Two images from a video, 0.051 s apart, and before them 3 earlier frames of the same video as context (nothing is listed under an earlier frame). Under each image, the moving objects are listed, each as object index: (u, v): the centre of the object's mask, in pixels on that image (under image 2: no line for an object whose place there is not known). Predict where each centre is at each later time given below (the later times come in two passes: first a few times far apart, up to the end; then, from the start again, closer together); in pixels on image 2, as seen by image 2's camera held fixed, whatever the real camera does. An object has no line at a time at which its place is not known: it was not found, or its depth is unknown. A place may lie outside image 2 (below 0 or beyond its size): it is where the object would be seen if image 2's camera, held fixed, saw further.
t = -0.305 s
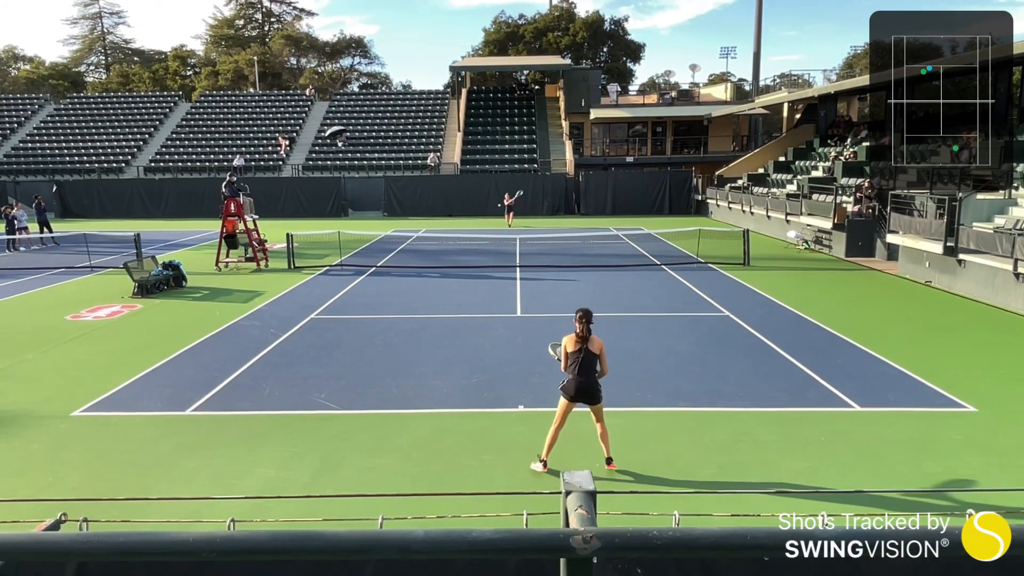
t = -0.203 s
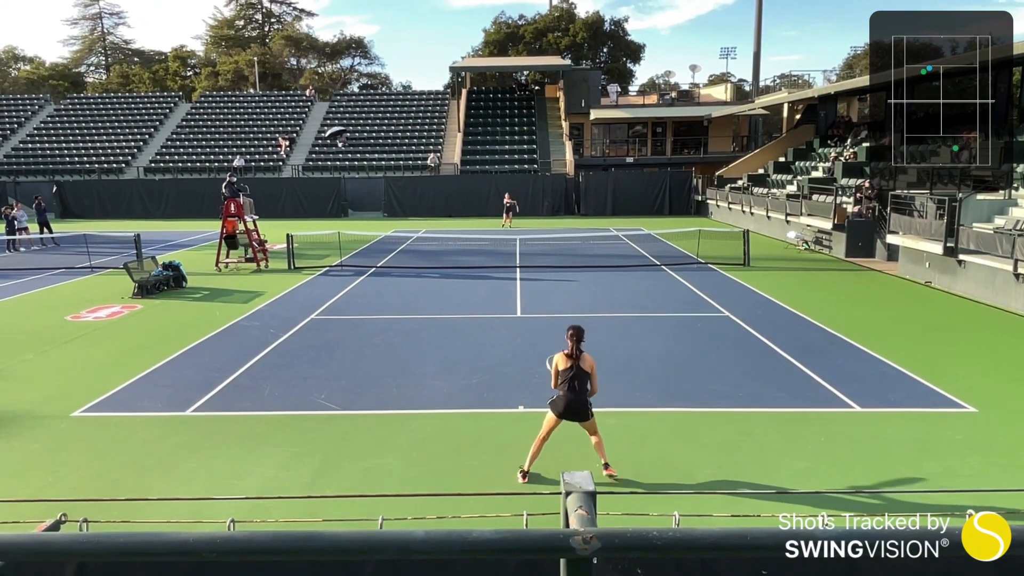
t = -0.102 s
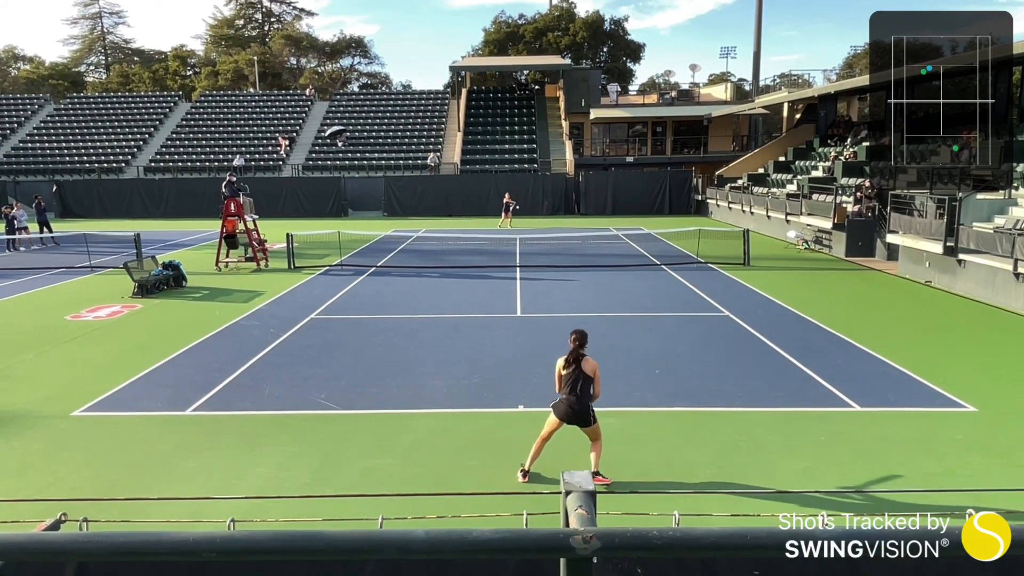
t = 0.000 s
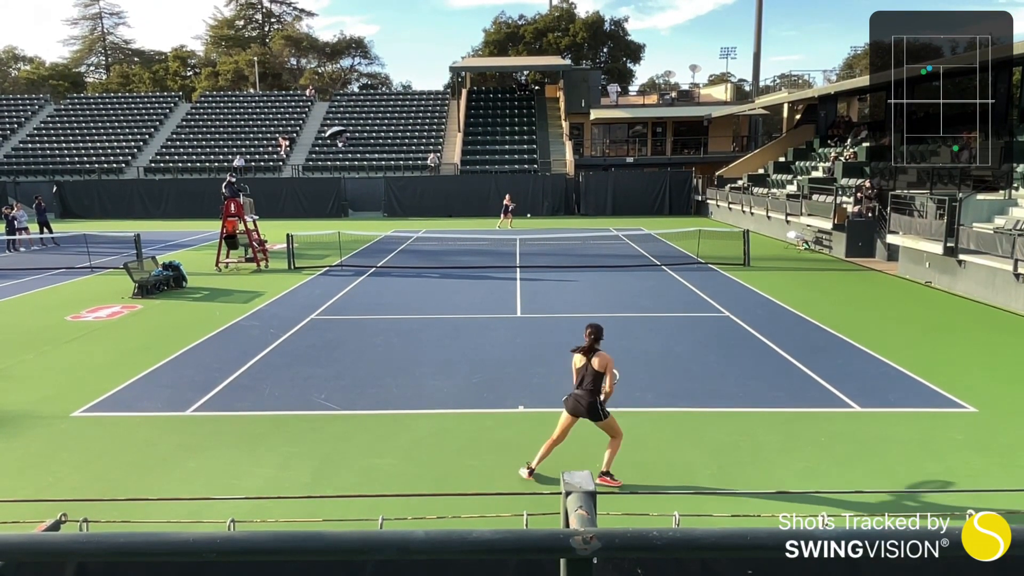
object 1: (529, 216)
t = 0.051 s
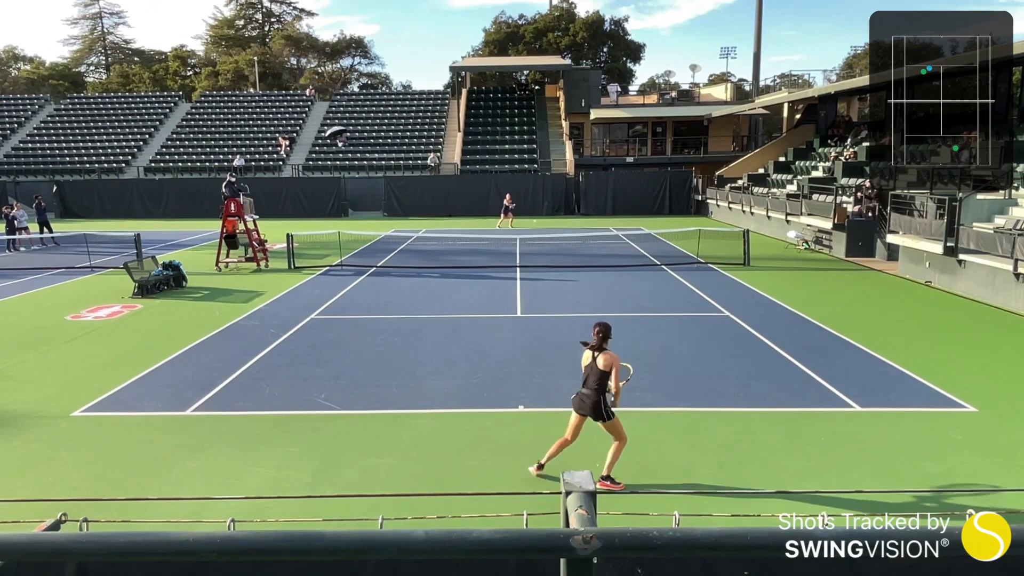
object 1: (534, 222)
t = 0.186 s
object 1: (553, 245)
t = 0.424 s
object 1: (594, 294)
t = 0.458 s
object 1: (599, 291)
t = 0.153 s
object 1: (548, 238)
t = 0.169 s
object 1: (550, 241)
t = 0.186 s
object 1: (553, 245)
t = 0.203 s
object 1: (556, 249)
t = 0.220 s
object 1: (558, 253)
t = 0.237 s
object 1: (561, 258)
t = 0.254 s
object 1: (564, 262)
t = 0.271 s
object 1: (567, 267)
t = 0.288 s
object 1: (570, 272)
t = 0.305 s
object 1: (573, 277)
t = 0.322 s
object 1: (576, 284)
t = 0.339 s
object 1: (579, 290)
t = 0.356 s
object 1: (583, 296)
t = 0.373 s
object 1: (586, 300)
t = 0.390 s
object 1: (588, 298)
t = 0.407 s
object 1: (591, 296)
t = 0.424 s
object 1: (594, 294)
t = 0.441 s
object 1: (596, 293)
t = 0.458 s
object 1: (599, 291)
